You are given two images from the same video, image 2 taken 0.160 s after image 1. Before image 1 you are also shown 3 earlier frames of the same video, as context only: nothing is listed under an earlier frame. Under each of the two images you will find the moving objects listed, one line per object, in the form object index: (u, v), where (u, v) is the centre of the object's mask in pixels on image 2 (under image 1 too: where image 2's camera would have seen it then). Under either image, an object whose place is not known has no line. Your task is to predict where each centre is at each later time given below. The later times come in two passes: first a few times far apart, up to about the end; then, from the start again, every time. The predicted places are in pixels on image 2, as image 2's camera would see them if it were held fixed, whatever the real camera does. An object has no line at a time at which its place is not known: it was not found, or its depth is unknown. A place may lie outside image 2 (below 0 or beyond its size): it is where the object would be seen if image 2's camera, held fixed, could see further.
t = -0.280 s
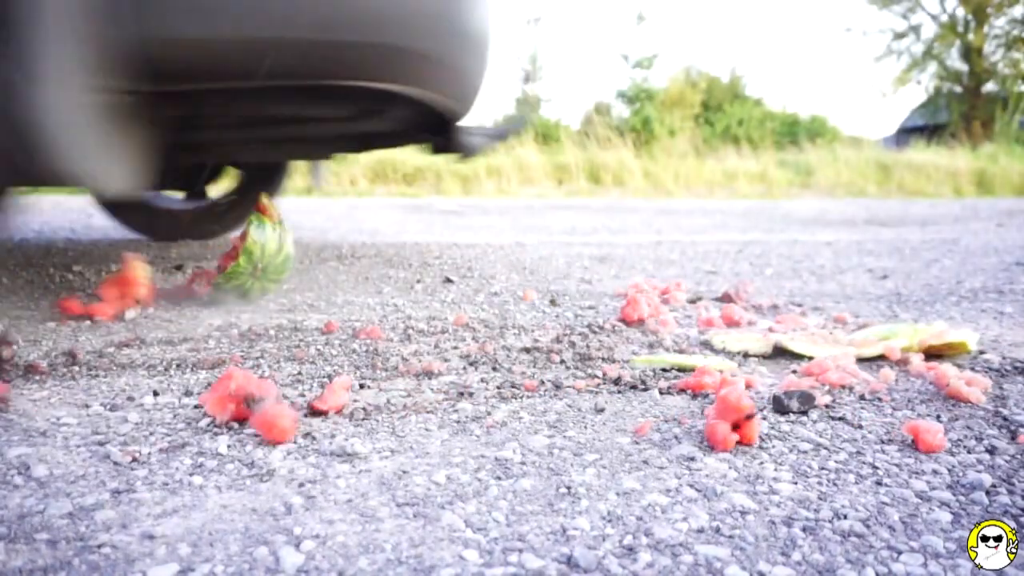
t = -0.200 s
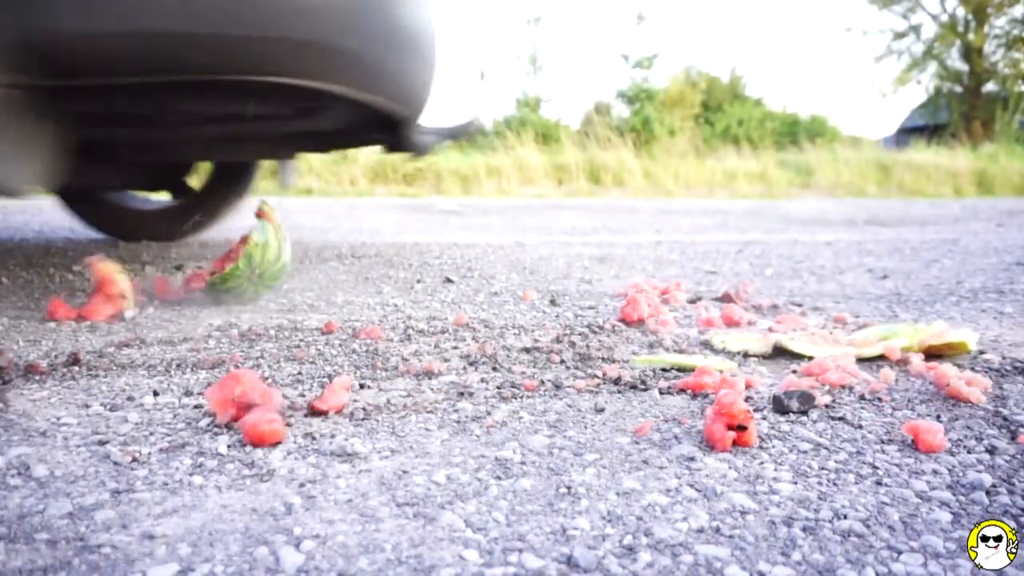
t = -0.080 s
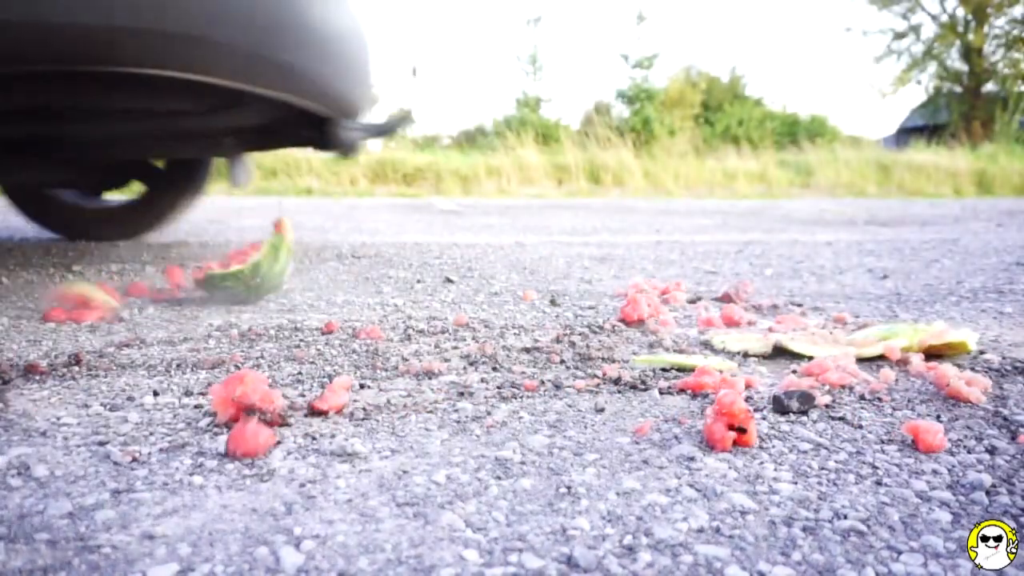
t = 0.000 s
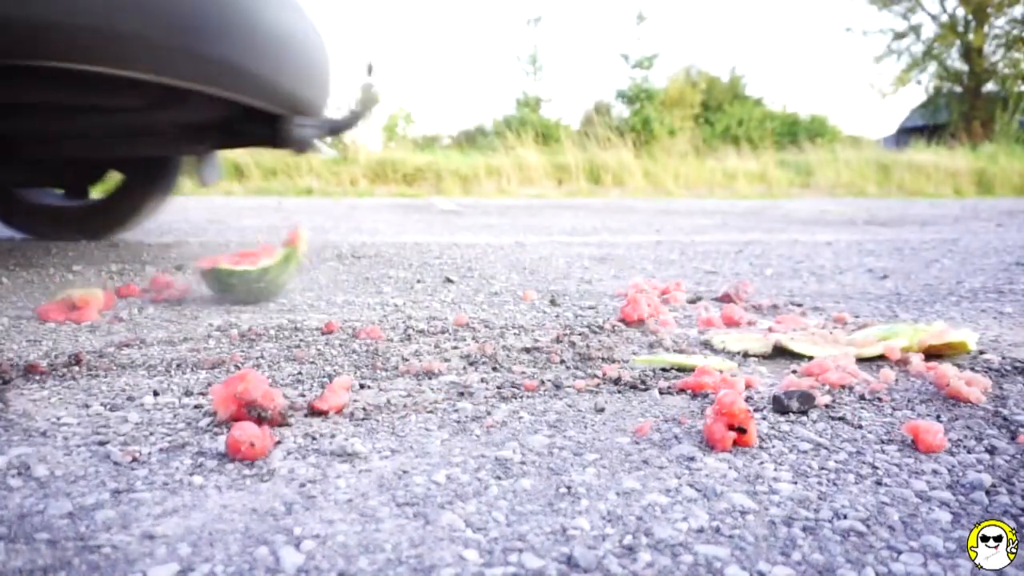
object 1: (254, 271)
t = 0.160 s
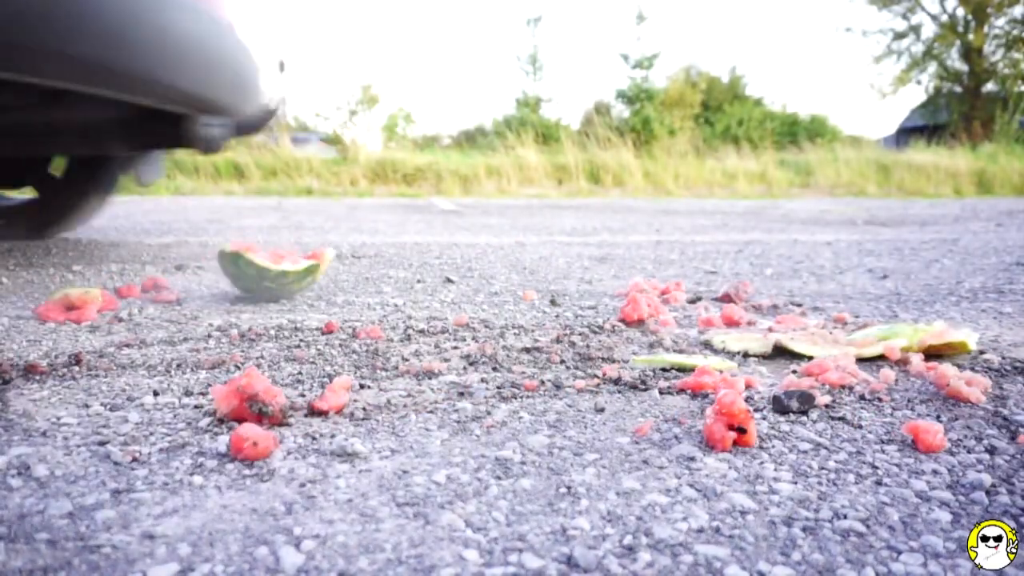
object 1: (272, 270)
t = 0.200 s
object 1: (273, 269)
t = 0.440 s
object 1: (271, 267)
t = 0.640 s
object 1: (269, 271)
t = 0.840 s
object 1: (262, 271)
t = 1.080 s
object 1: (261, 270)
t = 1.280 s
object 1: (264, 271)
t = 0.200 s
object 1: (273, 269)
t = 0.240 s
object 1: (274, 268)
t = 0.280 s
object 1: (274, 267)
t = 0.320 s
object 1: (275, 267)
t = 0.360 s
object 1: (274, 267)
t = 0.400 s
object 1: (273, 267)
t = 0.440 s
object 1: (271, 267)
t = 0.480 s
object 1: (270, 268)
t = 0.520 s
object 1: (269, 268)
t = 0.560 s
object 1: (269, 270)
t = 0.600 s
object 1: (269, 271)
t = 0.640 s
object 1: (269, 271)
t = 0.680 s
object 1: (268, 271)
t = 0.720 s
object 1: (266, 272)
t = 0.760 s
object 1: (265, 271)
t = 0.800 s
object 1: (263, 271)
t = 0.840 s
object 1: (262, 271)
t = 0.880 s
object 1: (261, 271)
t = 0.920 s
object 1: (261, 270)
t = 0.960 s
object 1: (261, 270)
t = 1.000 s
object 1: (261, 270)
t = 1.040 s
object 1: (261, 270)
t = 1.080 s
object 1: (261, 270)
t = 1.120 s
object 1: (262, 270)
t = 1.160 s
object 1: (262, 270)
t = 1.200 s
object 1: (263, 270)
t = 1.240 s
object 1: (264, 270)
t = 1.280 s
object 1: (264, 271)
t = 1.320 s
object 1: (265, 271)
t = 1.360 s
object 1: (266, 271)
